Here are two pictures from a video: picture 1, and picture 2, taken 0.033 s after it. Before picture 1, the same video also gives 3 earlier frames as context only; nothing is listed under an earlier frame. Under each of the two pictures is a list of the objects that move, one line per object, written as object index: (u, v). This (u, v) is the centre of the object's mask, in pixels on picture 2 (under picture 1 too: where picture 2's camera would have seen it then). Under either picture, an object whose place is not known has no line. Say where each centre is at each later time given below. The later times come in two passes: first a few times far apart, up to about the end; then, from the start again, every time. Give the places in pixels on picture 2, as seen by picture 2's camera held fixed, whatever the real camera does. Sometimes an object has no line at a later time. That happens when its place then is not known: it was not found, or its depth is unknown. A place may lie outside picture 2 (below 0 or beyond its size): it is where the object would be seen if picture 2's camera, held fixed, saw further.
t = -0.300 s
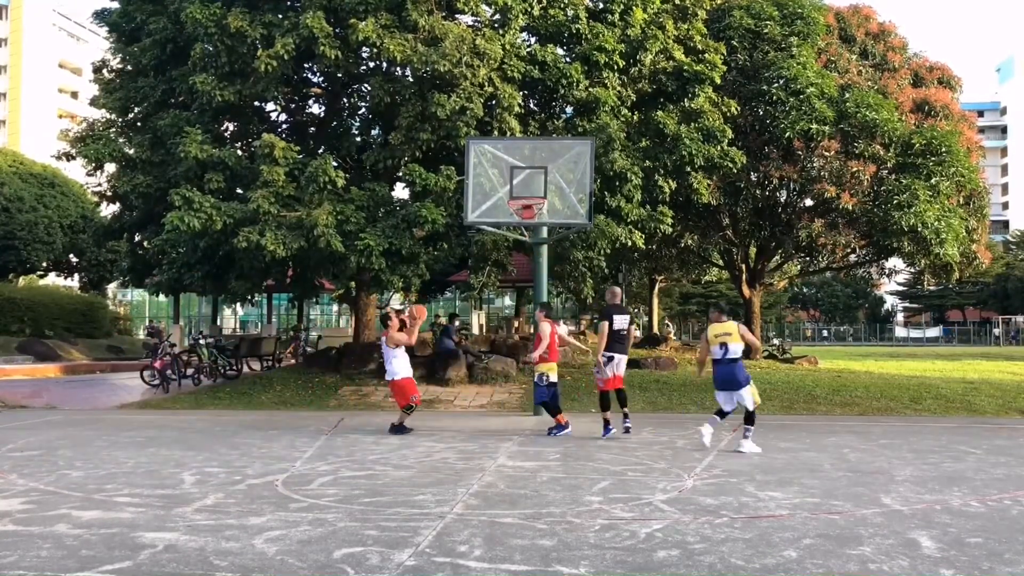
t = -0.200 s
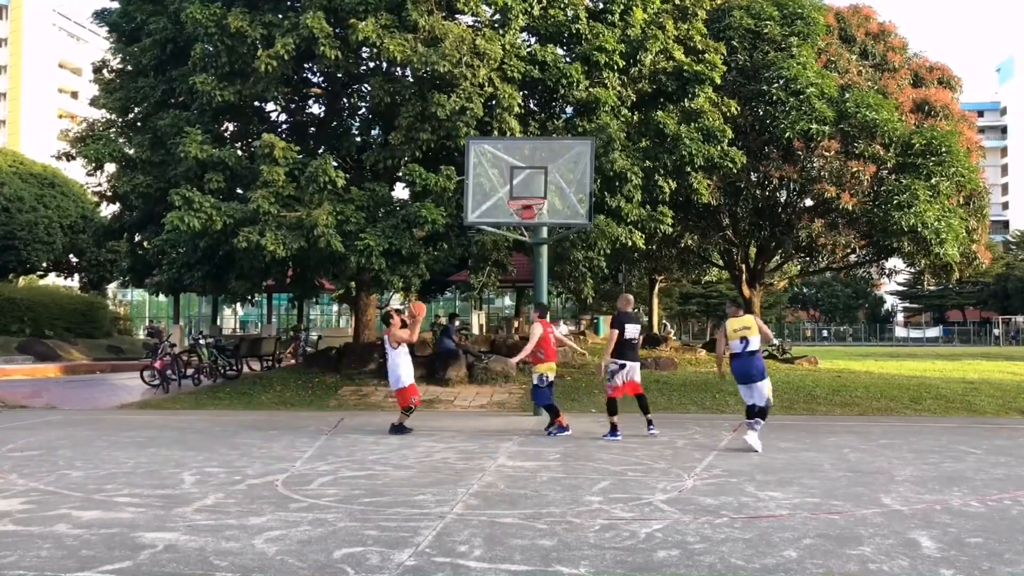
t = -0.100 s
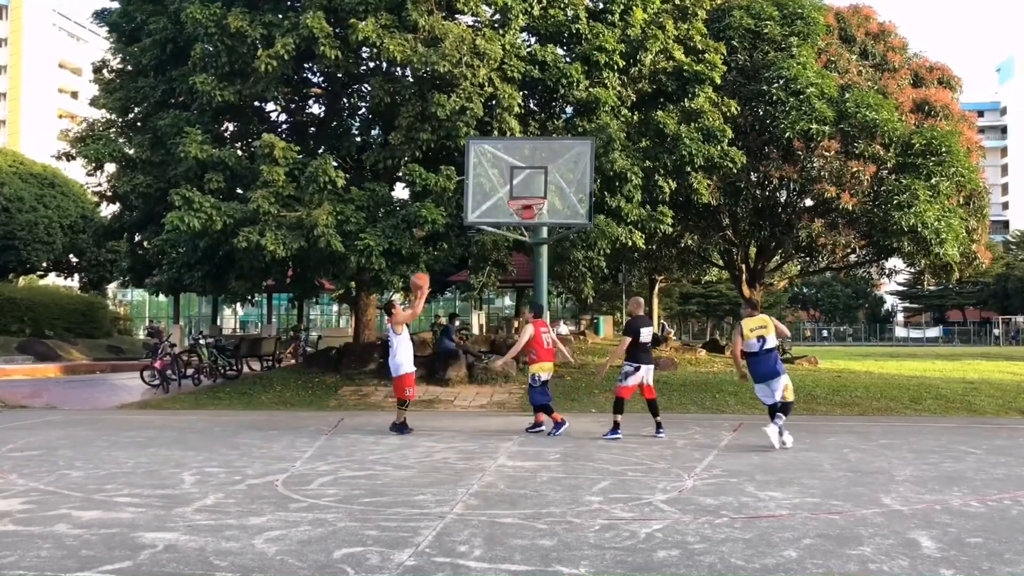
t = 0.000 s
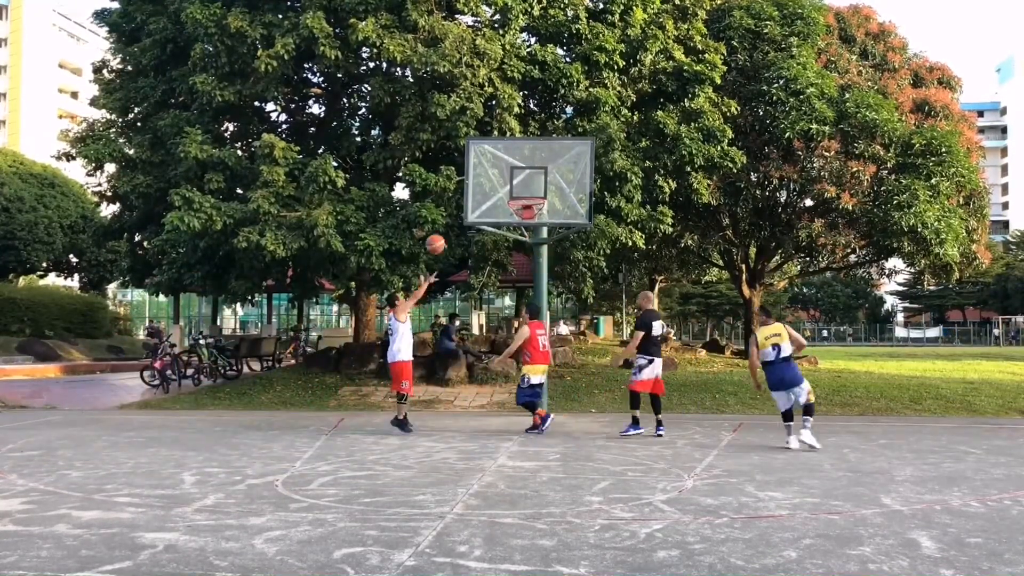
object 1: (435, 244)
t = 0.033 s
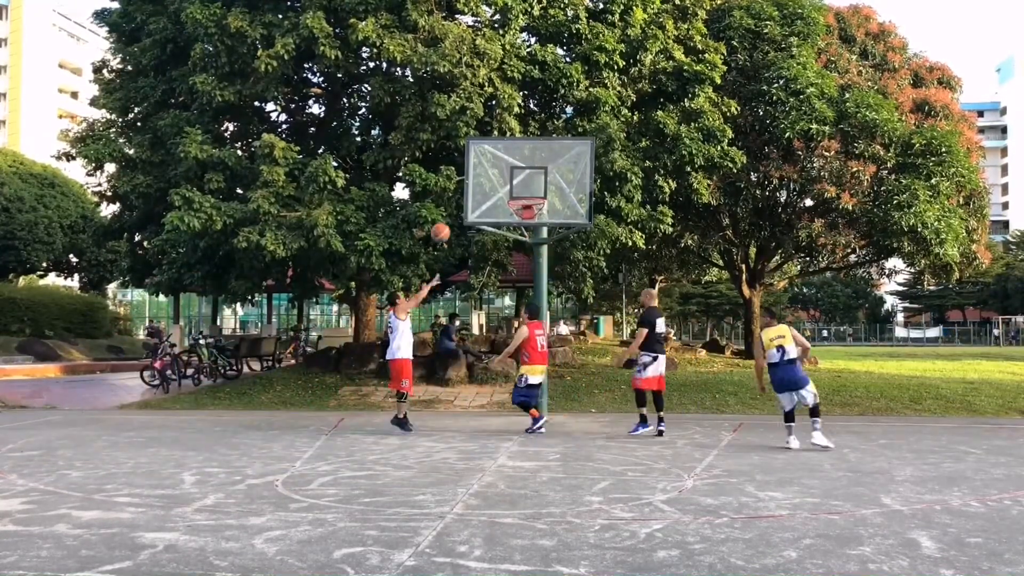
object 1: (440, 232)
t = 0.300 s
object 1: (483, 176)
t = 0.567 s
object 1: (512, 173)
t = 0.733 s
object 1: (528, 202)
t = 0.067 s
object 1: (446, 222)
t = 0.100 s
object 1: (452, 213)
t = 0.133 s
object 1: (456, 205)
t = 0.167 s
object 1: (461, 198)
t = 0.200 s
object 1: (467, 191)
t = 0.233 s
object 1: (472, 185)
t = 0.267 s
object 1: (478, 181)
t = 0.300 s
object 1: (483, 176)
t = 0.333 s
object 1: (487, 172)
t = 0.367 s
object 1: (492, 170)
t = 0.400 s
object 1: (497, 170)
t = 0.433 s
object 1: (499, 169)
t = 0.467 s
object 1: (503, 170)
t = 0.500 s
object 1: (506, 171)
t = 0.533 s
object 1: (510, 171)
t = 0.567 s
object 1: (512, 173)
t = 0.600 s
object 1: (516, 181)
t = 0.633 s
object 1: (518, 186)
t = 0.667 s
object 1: (520, 188)
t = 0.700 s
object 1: (523, 194)
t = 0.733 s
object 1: (528, 202)
